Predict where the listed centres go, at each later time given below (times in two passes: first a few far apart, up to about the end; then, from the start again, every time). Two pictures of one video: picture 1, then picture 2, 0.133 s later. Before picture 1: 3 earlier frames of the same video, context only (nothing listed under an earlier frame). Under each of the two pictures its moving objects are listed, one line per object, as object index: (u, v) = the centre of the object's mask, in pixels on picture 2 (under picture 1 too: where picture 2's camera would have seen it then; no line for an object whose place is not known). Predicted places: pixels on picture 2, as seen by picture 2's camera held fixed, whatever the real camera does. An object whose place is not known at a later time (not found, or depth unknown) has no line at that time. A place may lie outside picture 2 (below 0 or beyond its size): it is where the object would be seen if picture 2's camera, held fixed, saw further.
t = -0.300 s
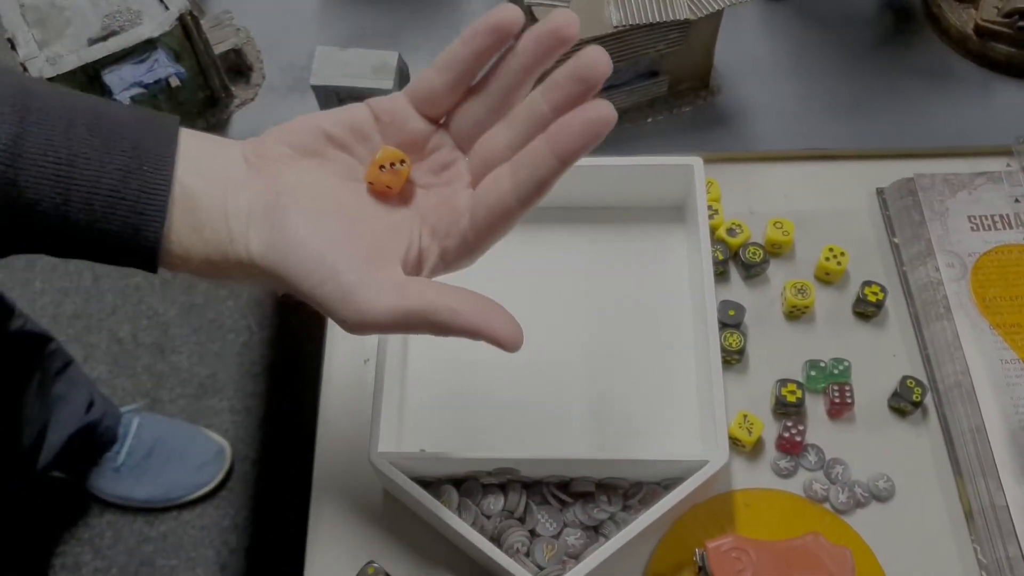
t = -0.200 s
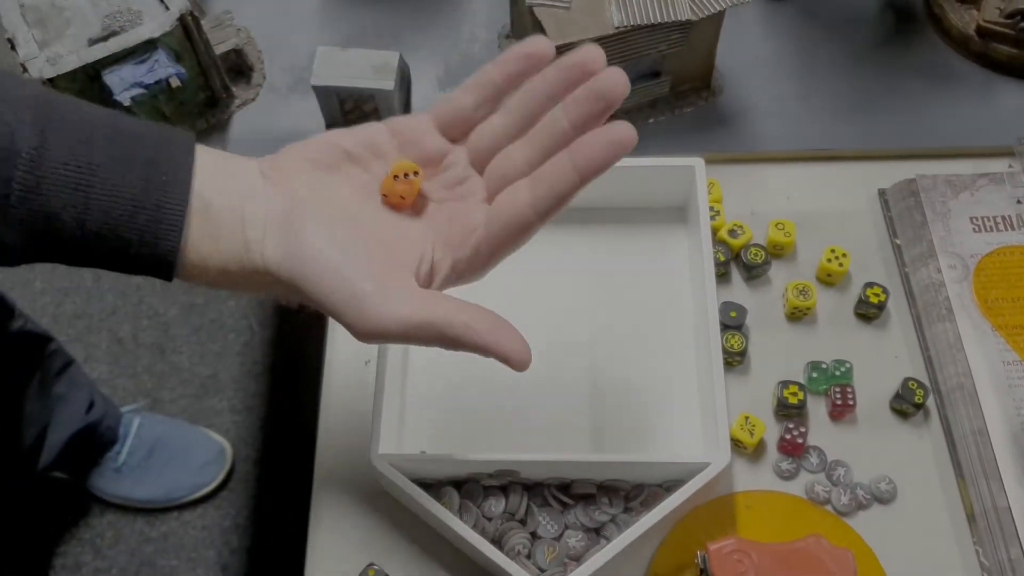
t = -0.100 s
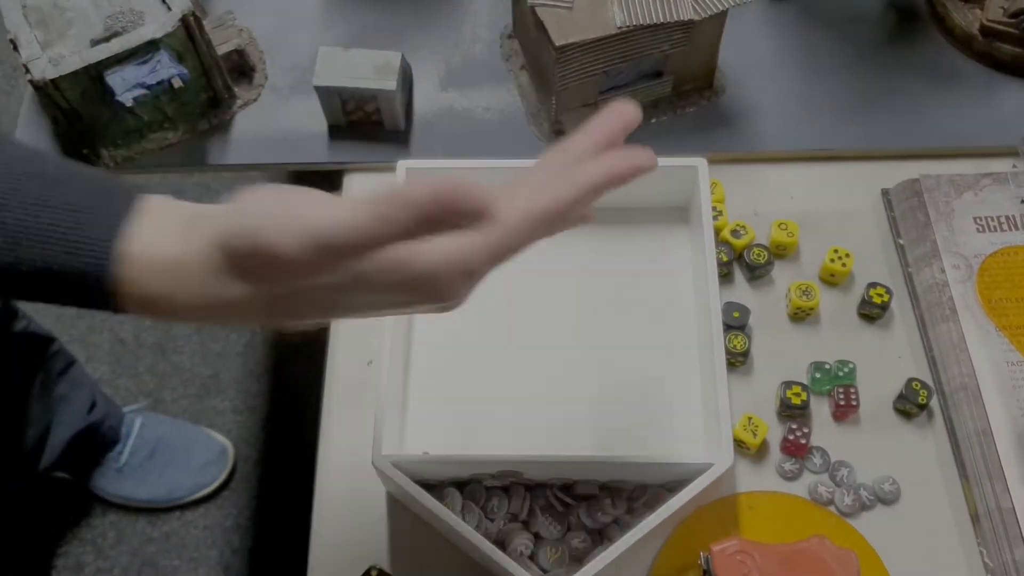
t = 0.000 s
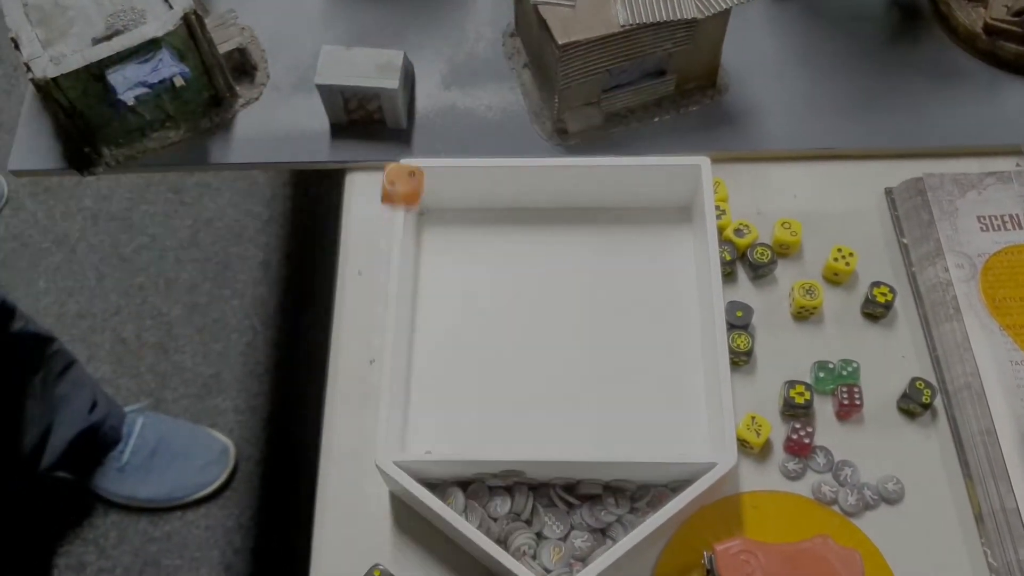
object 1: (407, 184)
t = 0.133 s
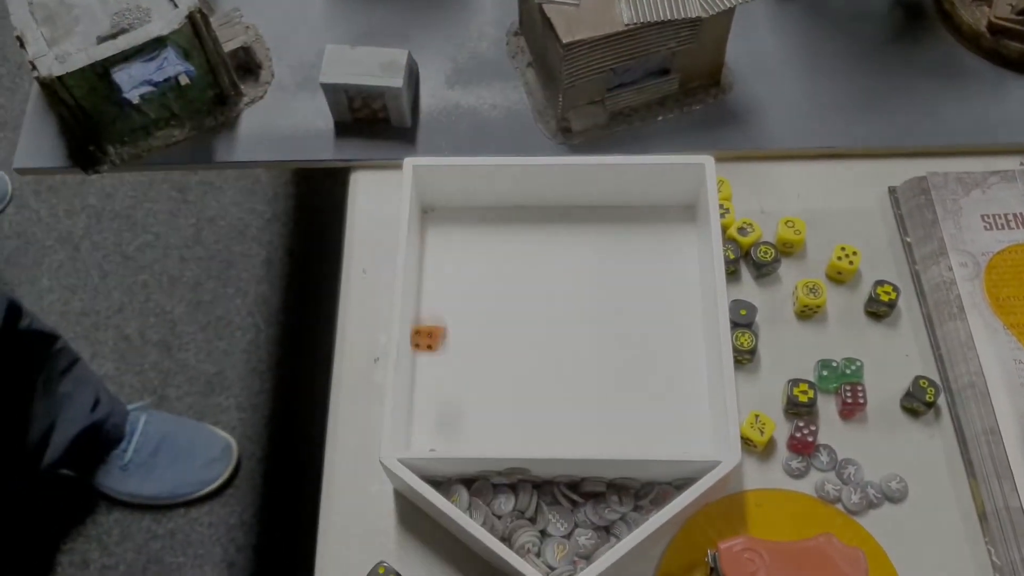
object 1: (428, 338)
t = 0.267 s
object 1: (445, 349)
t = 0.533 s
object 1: (513, 379)
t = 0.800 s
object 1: (527, 371)
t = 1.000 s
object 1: (525, 372)
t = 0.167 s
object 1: (437, 375)
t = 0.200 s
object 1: (437, 358)
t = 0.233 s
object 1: (440, 350)
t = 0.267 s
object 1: (445, 349)
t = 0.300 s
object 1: (451, 357)
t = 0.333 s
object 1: (459, 373)
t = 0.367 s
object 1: (468, 380)
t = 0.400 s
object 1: (477, 374)
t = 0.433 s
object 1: (488, 376)
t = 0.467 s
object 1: (498, 377)
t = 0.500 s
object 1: (506, 379)
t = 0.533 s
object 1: (513, 379)
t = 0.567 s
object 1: (519, 381)
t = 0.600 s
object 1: (523, 380)
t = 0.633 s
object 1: (525, 378)
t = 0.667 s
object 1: (528, 377)
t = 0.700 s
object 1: (529, 375)
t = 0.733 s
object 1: (529, 373)
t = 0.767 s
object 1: (528, 371)
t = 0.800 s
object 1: (527, 371)
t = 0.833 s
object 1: (526, 371)
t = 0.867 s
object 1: (524, 371)
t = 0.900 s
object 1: (525, 372)
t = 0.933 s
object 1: (525, 372)
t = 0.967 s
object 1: (525, 372)
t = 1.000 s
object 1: (525, 372)
